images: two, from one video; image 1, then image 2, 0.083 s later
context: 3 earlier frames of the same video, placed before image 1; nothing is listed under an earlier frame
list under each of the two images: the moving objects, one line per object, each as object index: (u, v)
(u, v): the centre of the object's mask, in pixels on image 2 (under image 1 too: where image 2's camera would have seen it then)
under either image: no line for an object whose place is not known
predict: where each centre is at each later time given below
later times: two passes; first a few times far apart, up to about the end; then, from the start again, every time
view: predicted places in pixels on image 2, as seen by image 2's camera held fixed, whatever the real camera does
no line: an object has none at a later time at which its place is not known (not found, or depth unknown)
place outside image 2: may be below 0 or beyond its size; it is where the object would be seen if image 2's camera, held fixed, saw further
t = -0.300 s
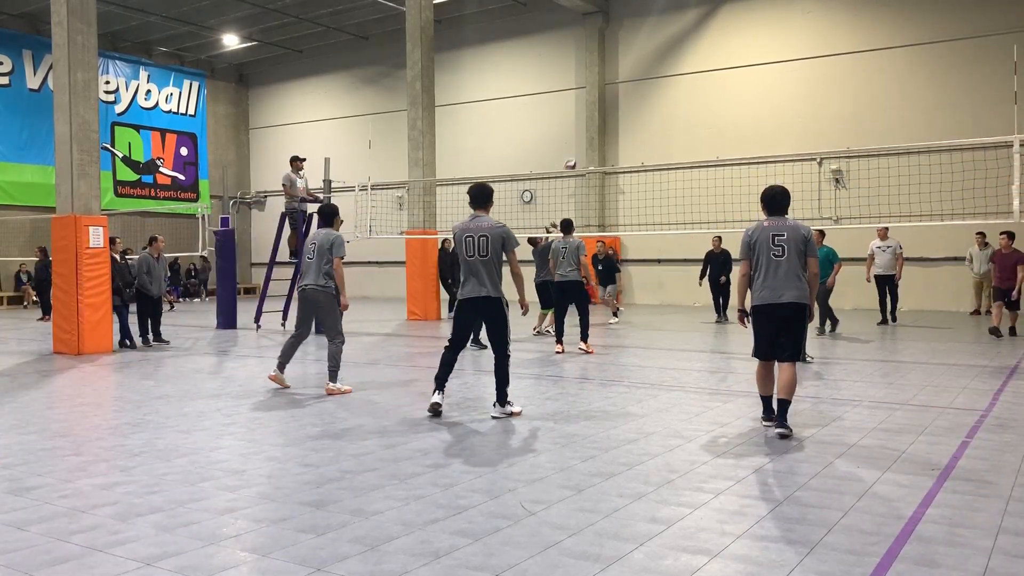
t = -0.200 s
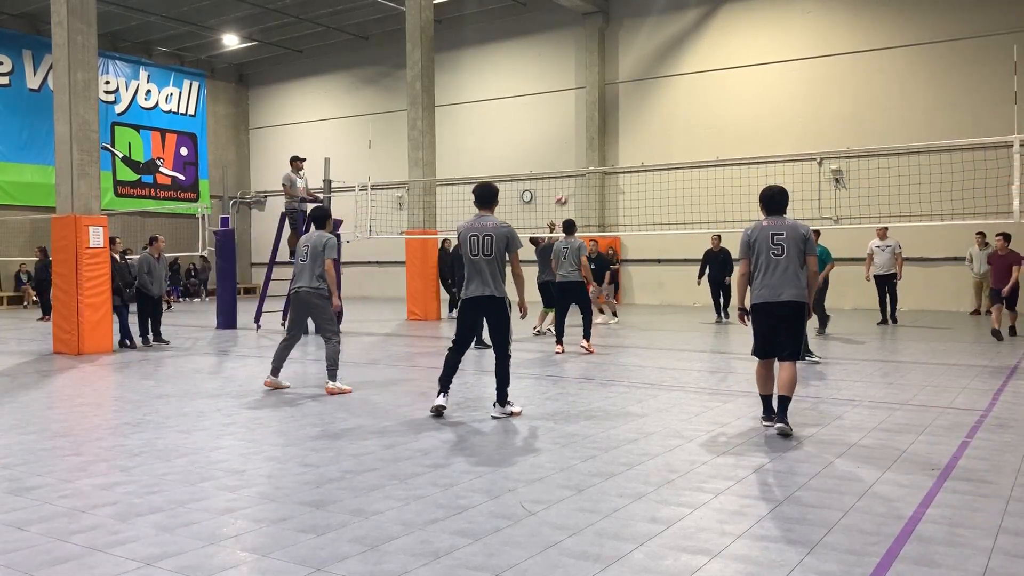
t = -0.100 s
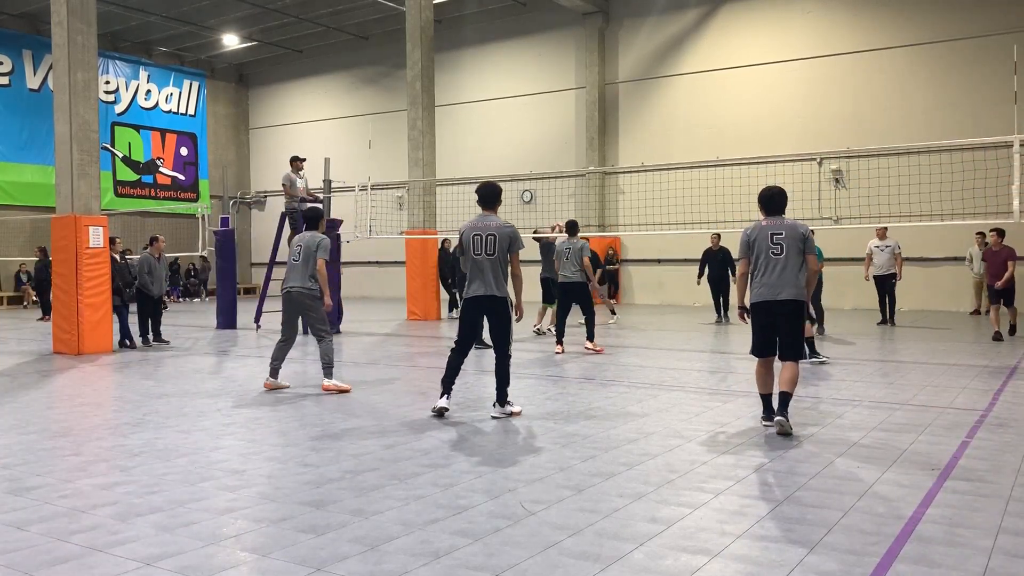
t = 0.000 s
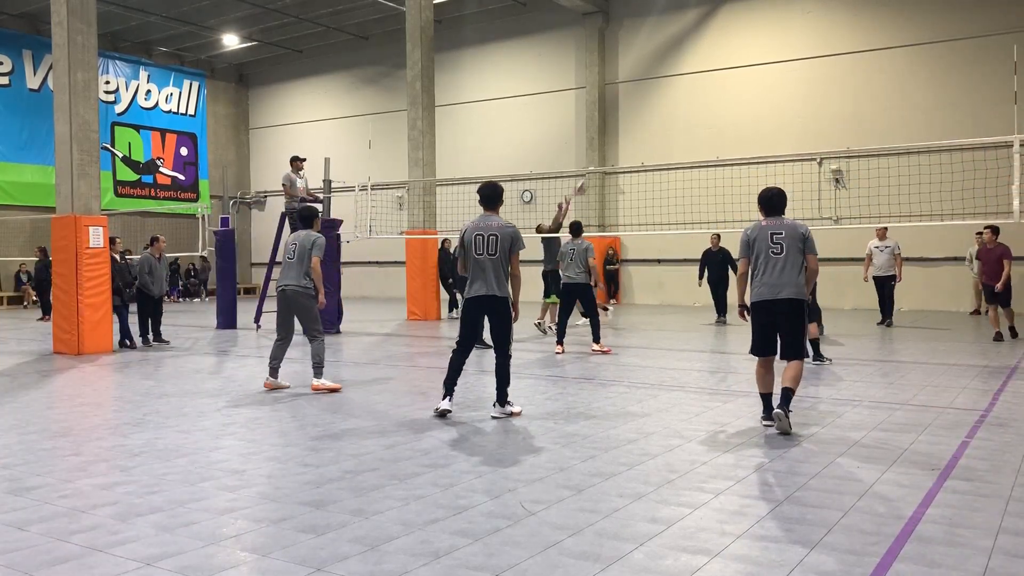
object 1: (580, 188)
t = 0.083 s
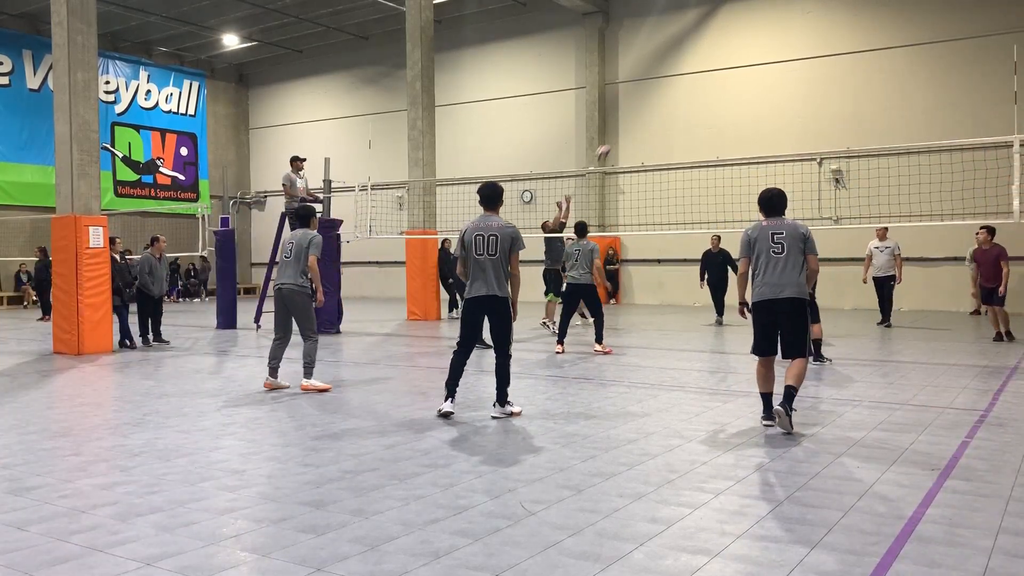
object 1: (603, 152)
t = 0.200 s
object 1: (635, 111)
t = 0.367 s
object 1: (682, 66)
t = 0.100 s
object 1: (607, 146)
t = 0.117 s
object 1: (612, 140)
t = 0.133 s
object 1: (616, 134)
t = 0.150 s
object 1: (621, 128)
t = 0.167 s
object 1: (626, 122)
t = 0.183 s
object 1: (631, 117)
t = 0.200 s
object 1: (635, 111)
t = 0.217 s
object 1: (641, 106)
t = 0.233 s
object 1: (645, 101)
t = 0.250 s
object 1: (650, 96)
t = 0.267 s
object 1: (654, 91)
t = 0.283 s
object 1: (659, 87)
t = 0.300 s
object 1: (664, 82)
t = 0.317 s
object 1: (668, 78)
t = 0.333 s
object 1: (673, 74)
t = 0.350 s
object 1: (678, 70)
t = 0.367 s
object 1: (682, 66)
